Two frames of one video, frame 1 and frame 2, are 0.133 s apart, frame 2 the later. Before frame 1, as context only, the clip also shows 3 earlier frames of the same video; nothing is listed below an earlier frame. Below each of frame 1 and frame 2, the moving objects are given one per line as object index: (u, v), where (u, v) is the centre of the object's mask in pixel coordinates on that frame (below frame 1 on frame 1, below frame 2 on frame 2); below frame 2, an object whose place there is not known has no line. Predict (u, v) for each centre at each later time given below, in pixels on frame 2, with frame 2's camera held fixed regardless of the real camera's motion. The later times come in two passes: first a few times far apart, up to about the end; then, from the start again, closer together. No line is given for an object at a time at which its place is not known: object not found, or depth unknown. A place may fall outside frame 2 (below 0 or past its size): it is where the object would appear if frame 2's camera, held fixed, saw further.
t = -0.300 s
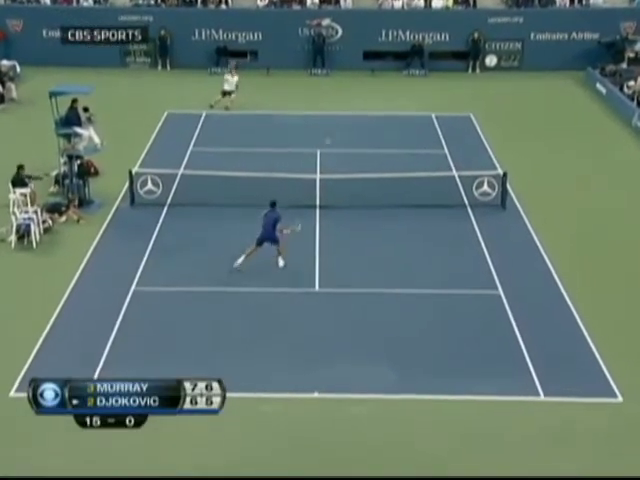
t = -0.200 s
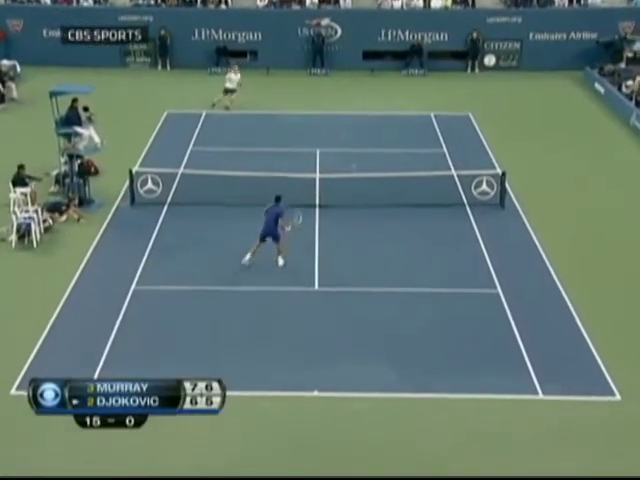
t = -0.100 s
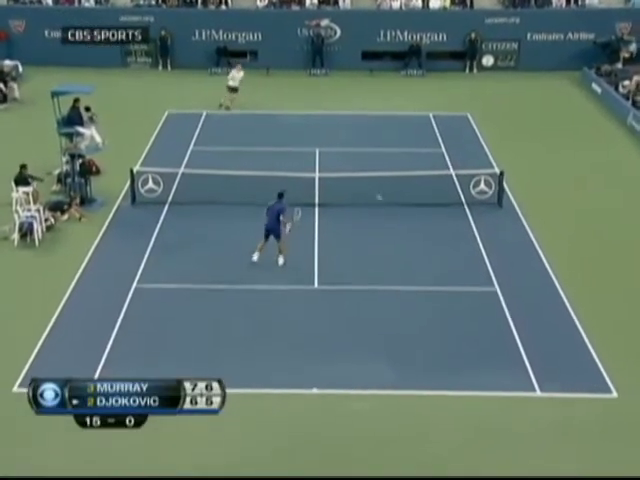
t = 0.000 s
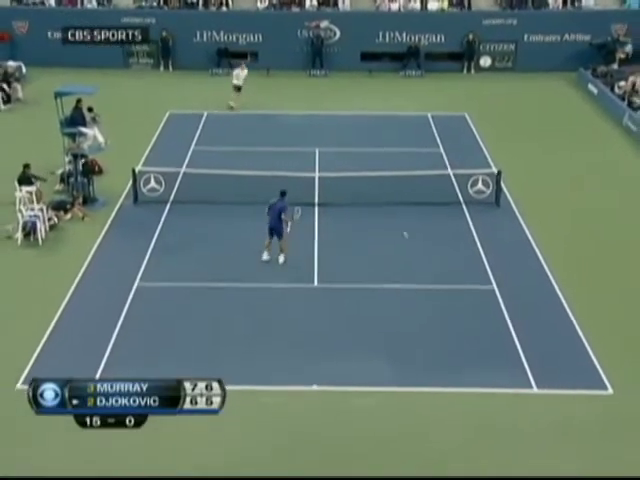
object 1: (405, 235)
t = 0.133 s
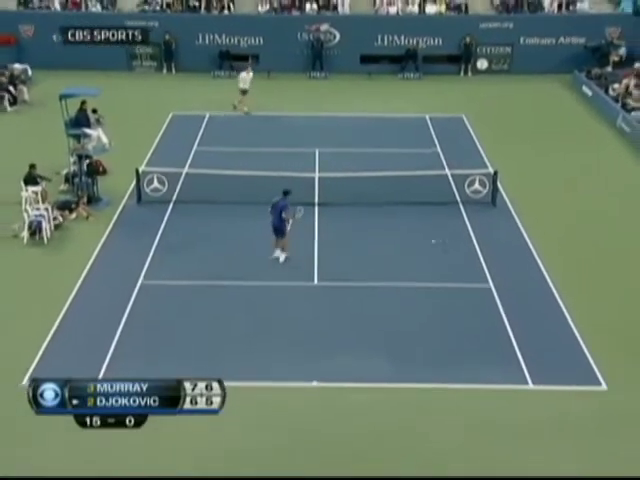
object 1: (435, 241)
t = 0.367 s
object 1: (484, 254)
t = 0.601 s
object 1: (537, 300)
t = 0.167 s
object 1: (440, 241)
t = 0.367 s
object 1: (484, 254)
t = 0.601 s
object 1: (537, 300)
